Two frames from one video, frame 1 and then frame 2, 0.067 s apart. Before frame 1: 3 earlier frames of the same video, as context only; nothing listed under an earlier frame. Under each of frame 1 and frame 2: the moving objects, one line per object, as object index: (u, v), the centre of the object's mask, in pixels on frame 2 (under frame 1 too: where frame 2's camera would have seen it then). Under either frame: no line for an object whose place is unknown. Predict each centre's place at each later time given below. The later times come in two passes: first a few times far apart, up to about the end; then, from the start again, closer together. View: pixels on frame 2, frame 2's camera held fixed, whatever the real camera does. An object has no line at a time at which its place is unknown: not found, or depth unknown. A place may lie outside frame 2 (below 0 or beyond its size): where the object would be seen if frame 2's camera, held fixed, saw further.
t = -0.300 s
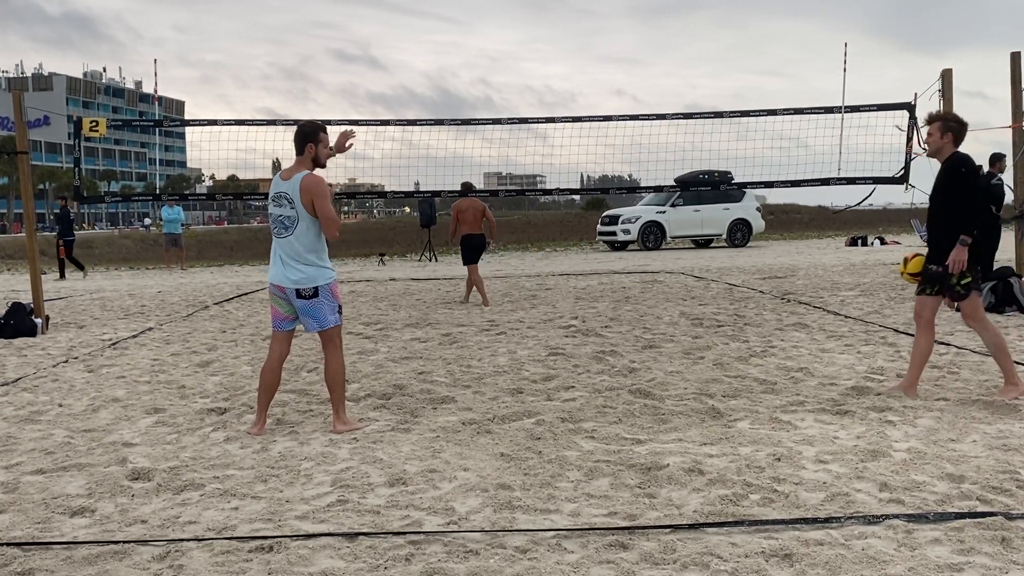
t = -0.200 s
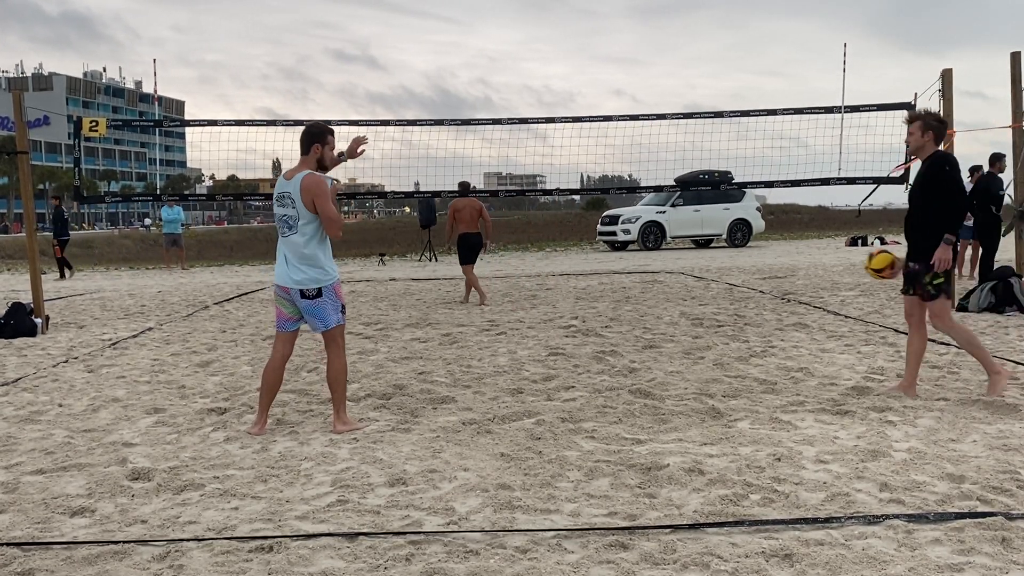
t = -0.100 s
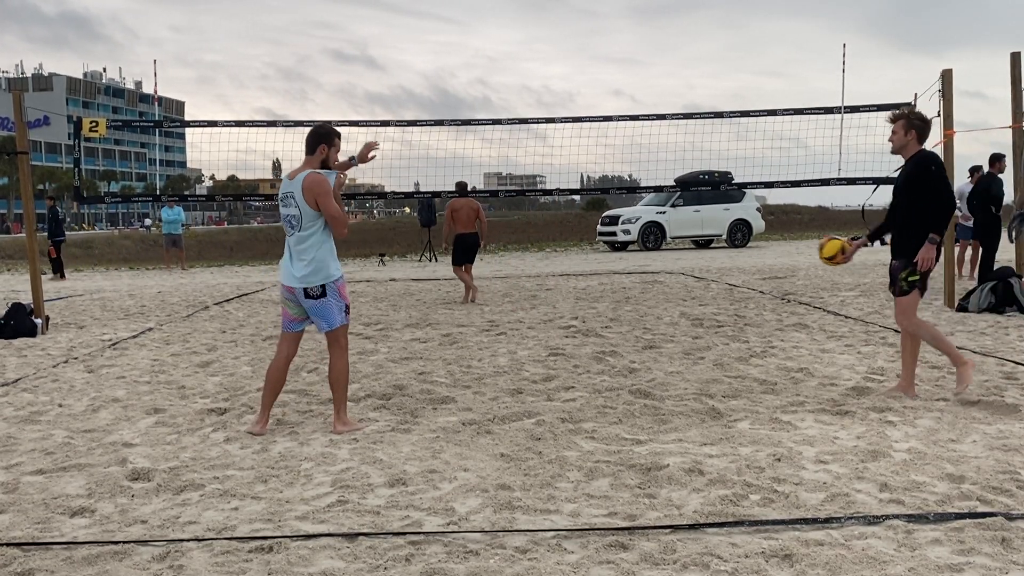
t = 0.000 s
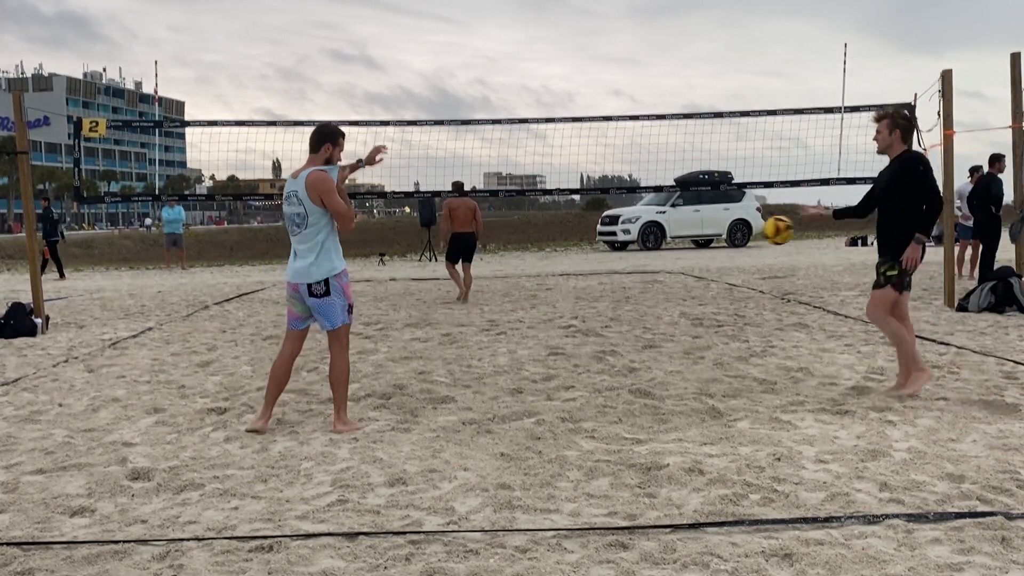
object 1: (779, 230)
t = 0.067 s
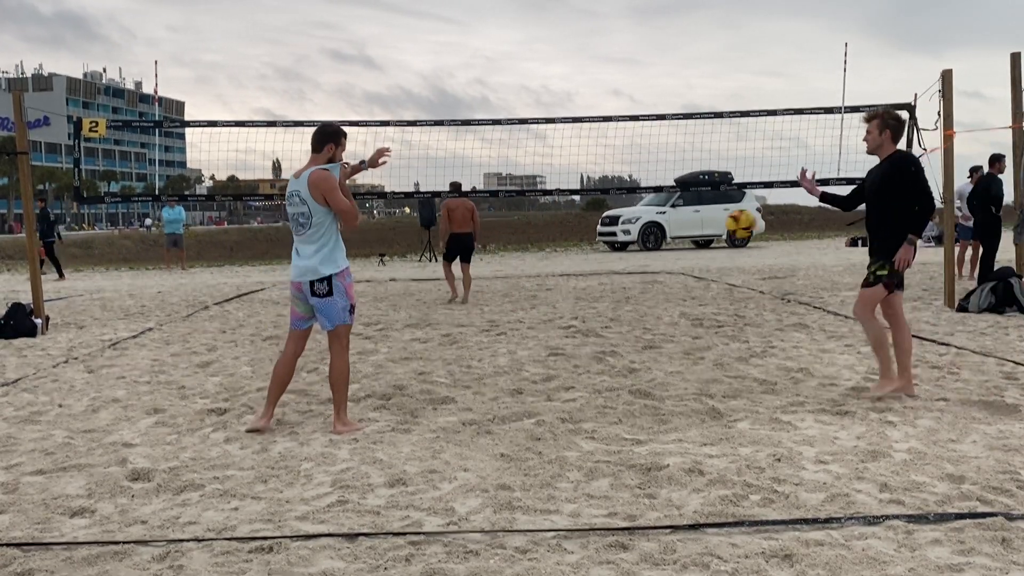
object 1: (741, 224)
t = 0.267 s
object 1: (640, 235)
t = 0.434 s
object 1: (565, 281)
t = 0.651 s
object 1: (487, 332)
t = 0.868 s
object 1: (429, 308)
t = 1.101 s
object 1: (373, 336)
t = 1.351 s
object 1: (313, 335)
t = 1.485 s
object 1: (297, 333)
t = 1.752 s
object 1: (238, 336)
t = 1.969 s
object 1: (201, 332)
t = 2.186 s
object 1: (167, 336)
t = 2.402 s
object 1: (143, 334)
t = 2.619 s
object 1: (123, 336)
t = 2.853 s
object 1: (108, 334)
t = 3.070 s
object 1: (93, 334)
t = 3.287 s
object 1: (76, 334)
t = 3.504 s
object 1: (58, 336)
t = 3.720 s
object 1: (41, 337)
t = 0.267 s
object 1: (640, 235)
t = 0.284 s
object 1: (631, 239)
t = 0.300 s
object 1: (623, 243)
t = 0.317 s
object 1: (616, 246)
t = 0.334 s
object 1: (609, 250)
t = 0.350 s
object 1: (601, 254)
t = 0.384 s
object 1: (586, 264)
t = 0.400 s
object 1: (579, 269)
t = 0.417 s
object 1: (571, 275)
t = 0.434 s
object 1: (565, 281)
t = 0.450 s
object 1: (558, 287)
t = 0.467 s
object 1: (551, 293)
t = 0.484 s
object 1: (544, 300)
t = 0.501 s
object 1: (537, 307)
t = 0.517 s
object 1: (531, 314)
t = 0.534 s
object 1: (524, 321)
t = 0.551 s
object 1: (518, 329)
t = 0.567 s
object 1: (511, 336)
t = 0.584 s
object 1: (505, 345)
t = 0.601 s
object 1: (500, 345)
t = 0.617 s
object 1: (495, 341)
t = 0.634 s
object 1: (491, 336)
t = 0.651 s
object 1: (487, 332)
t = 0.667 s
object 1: (483, 328)
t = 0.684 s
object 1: (477, 325)
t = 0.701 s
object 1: (474, 323)
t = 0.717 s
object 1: (469, 319)
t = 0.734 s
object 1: (464, 317)
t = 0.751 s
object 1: (460, 315)
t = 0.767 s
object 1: (456, 312)
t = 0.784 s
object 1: (451, 311)
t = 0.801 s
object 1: (447, 310)
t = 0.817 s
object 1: (443, 310)
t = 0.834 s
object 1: (438, 309)
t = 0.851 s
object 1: (434, 308)
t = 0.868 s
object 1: (429, 308)
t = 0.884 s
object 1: (426, 309)
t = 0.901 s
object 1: (422, 309)
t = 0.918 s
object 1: (418, 311)
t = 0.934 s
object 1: (414, 311)
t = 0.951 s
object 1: (409, 313)
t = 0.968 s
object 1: (405, 316)
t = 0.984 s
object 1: (401, 317)
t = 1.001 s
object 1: (398, 319)
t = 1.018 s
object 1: (393, 323)
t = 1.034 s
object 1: (389, 326)
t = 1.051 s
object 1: (385, 329)
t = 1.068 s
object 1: (381, 333)
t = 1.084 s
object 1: (377, 336)
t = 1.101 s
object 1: (373, 336)
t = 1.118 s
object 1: (369, 333)
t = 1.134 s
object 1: (365, 331)
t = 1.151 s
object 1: (362, 330)
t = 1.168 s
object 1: (360, 329)
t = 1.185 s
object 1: (357, 328)
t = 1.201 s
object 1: (355, 329)
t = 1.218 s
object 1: (353, 329)
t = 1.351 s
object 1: (313, 335)
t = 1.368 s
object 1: (311, 336)
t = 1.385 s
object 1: (308, 337)
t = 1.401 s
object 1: (307, 337)
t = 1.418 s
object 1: (305, 337)
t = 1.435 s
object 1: (303, 335)
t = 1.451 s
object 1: (301, 335)
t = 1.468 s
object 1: (300, 334)
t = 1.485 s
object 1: (297, 333)
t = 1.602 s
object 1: (261, 336)
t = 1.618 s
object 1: (258, 337)
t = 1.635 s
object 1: (256, 338)
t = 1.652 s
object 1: (255, 337)
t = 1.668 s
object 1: (253, 336)
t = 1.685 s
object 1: (250, 335)
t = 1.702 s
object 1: (248, 335)
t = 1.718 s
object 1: (245, 335)
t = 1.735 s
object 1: (242, 335)
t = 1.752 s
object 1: (238, 336)
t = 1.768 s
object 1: (235, 336)
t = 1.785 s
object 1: (232, 337)
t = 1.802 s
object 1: (229, 336)
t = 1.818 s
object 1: (226, 336)
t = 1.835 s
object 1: (223, 336)
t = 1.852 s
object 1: (220, 337)
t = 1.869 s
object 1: (217, 336)
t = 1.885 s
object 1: (215, 334)
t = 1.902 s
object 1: (212, 333)
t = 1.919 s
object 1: (210, 333)
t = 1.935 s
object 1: (207, 332)
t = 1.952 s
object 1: (204, 332)
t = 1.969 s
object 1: (201, 332)
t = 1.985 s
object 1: (199, 332)
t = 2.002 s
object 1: (196, 332)
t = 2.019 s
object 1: (193, 333)
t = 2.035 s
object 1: (191, 334)
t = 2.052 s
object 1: (188, 335)
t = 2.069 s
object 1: (186, 336)
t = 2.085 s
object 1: (182, 337)
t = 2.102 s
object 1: (180, 336)
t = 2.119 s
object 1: (177, 336)
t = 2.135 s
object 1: (174, 336)
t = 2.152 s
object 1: (172, 335)
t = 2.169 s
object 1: (170, 335)
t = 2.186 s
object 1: (167, 336)
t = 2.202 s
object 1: (165, 336)
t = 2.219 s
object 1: (162, 336)
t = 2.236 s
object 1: (160, 337)
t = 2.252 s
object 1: (157, 338)
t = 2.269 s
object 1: (156, 337)
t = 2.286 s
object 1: (154, 336)
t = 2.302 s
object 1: (153, 335)
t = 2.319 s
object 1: (150, 334)
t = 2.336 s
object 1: (148, 334)
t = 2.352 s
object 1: (147, 334)
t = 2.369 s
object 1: (146, 334)
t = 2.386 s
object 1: (144, 334)
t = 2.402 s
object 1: (143, 334)
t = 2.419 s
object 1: (141, 334)
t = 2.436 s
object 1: (140, 334)
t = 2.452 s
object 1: (139, 333)
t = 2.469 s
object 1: (136, 332)
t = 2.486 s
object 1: (135, 331)
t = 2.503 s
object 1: (133, 331)
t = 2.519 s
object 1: (132, 331)
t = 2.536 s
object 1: (130, 332)
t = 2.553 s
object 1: (128, 332)
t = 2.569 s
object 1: (126, 334)
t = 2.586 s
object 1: (125, 334)
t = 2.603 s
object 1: (124, 336)
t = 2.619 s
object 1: (123, 336)
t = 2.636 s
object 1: (122, 335)
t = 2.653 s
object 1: (120, 334)
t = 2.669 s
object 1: (120, 333)
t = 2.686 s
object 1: (118, 332)
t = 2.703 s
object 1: (117, 333)
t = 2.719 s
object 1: (116, 333)
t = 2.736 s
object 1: (115, 333)
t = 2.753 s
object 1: (115, 333)
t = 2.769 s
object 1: (113, 334)
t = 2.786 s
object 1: (113, 334)
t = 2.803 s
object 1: (111, 334)
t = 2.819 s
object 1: (110, 334)
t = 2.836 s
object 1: (109, 334)
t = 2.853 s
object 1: (108, 334)
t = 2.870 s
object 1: (107, 334)
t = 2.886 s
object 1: (105, 334)
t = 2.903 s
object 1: (104, 334)
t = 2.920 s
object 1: (103, 334)
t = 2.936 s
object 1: (102, 333)
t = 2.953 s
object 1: (101, 333)
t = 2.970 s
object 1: (100, 333)
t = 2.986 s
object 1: (99, 333)
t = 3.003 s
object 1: (98, 333)
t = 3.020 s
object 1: (97, 333)
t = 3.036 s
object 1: (95, 333)
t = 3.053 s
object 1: (94, 333)
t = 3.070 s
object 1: (93, 334)
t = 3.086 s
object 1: (91, 334)
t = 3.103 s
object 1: (90, 334)
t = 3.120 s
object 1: (89, 334)
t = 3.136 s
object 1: (87, 334)
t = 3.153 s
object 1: (86, 333)
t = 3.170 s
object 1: (85, 334)
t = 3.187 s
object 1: (84, 334)
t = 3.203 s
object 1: (82, 334)
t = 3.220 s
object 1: (81, 334)
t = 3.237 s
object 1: (79, 334)
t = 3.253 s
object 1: (78, 334)
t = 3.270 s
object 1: (77, 334)
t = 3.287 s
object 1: (76, 334)
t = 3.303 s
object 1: (75, 334)
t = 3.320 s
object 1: (73, 335)
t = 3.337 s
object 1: (72, 335)
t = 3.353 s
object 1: (71, 335)
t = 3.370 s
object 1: (69, 335)
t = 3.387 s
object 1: (69, 336)
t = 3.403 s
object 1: (67, 336)
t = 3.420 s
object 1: (66, 336)
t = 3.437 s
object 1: (64, 336)
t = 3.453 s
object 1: (62, 335)
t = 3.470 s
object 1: (61, 336)
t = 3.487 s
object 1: (60, 336)
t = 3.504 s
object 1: (58, 336)
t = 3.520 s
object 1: (58, 335)
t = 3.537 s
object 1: (56, 335)
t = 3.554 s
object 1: (55, 335)
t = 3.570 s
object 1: (53, 335)
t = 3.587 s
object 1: (52, 335)
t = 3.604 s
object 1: (51, 335)
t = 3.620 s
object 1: (50, 335)
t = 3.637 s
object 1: (48, 335)
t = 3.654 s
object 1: (47, 336)
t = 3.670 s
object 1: (46, 336)
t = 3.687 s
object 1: (44, 336)
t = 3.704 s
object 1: (43, 336)
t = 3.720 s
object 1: (41, 337)
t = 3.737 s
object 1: (39, 337)
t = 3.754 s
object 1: (38, 337)
